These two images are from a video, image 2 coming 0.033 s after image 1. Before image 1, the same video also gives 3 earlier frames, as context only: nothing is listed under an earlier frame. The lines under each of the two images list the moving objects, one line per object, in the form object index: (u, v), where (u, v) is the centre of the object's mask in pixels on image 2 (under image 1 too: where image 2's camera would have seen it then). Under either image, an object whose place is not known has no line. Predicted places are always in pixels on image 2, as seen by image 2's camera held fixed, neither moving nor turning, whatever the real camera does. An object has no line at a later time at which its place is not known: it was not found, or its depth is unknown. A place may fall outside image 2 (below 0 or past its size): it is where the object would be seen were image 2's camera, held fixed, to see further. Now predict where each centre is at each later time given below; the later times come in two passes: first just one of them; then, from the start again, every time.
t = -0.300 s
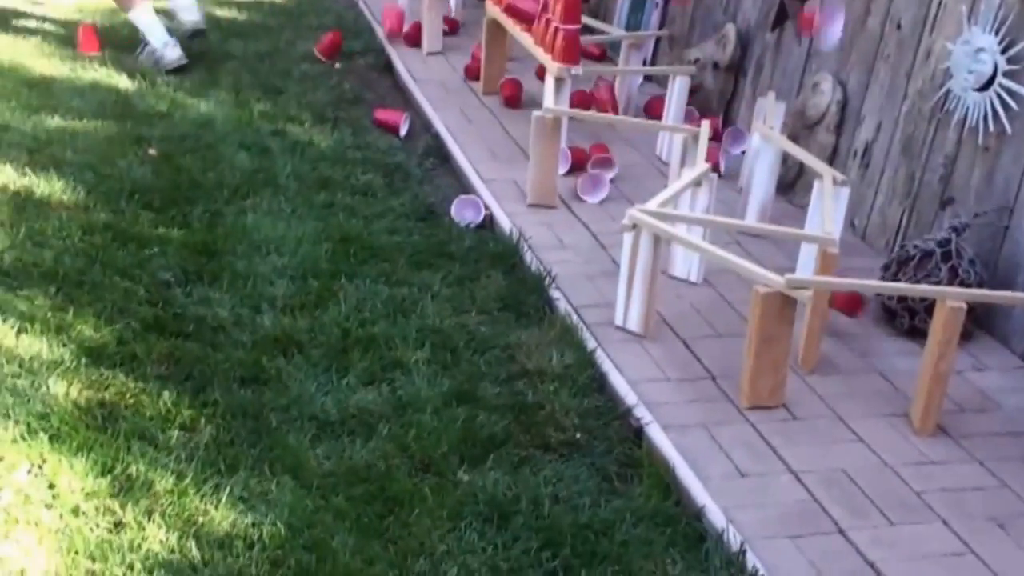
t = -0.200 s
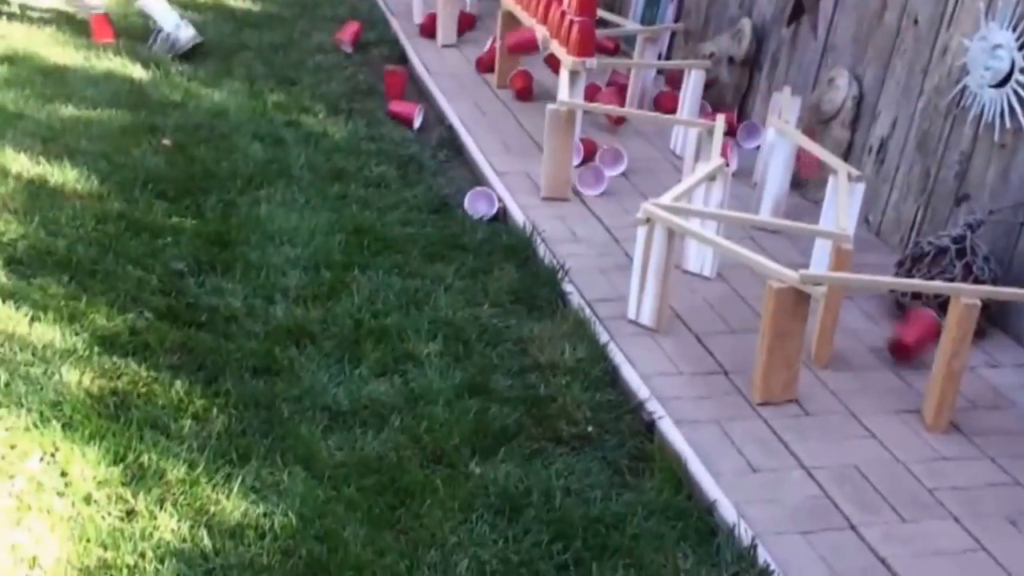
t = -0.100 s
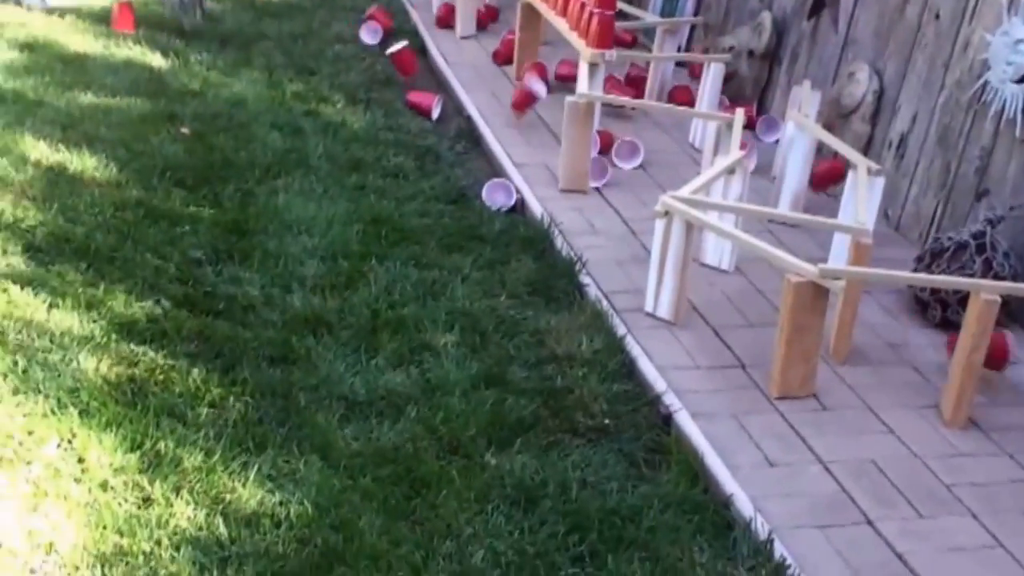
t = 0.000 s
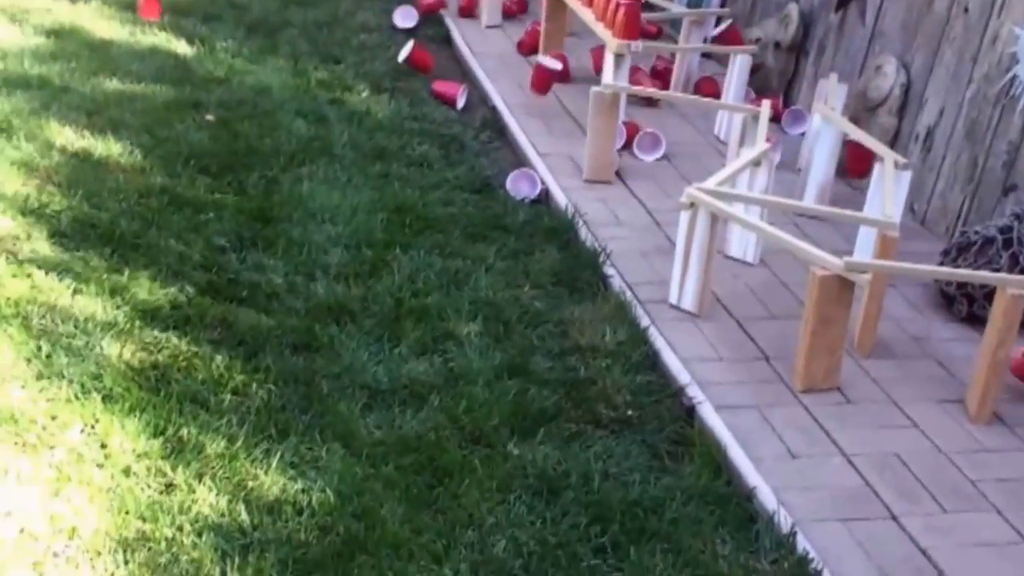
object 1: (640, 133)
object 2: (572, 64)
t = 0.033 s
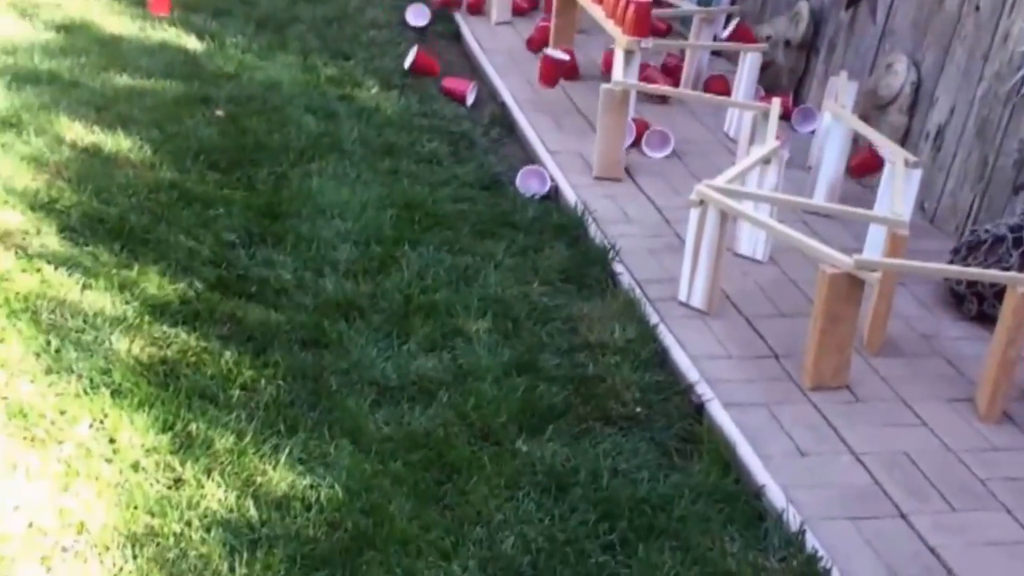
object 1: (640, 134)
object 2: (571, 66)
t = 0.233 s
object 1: (642, 124)
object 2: (558, 64)
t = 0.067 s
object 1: (640, 133)
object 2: (570, 67)
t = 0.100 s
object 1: (640, 131)
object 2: (569, 67)
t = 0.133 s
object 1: (639, 133)
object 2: (567, 67)
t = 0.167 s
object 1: (639, 132)
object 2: (563, 64)
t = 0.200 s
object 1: (641, 126)
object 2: (559, 64)
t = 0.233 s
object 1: (642, 124)
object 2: (558, 64)
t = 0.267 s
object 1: (641, 124)
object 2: (557, 64)
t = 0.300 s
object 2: (556, 64)
